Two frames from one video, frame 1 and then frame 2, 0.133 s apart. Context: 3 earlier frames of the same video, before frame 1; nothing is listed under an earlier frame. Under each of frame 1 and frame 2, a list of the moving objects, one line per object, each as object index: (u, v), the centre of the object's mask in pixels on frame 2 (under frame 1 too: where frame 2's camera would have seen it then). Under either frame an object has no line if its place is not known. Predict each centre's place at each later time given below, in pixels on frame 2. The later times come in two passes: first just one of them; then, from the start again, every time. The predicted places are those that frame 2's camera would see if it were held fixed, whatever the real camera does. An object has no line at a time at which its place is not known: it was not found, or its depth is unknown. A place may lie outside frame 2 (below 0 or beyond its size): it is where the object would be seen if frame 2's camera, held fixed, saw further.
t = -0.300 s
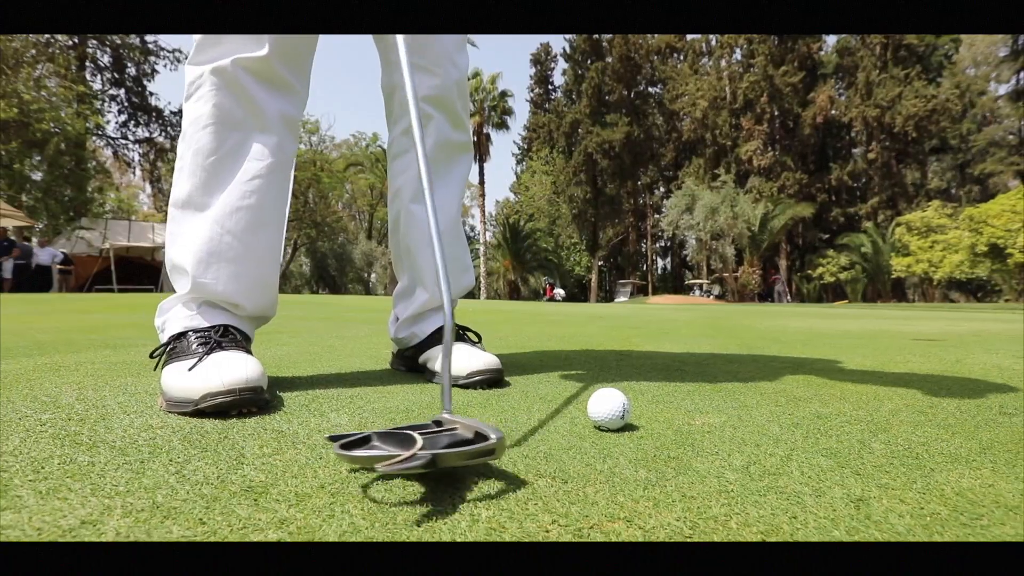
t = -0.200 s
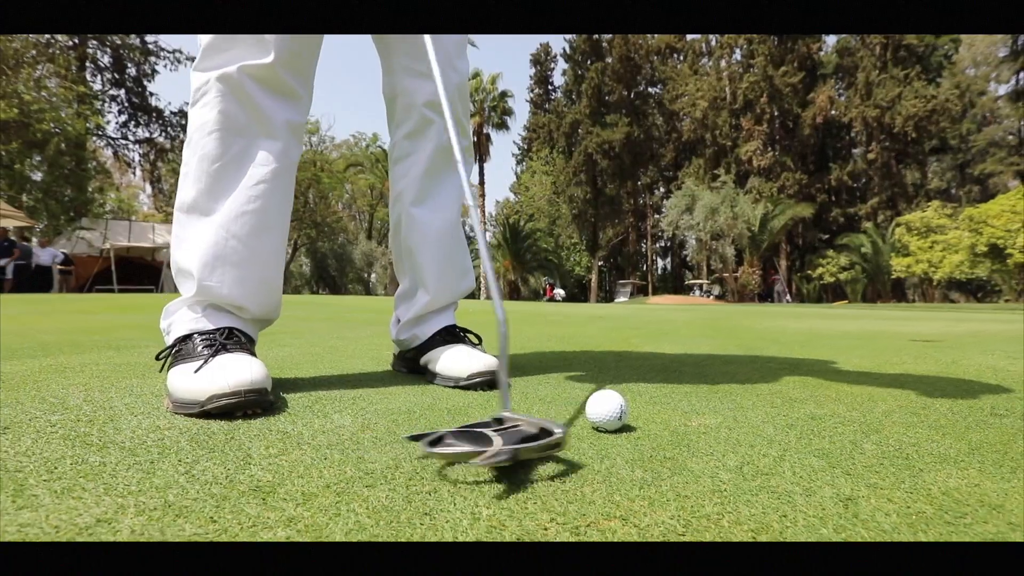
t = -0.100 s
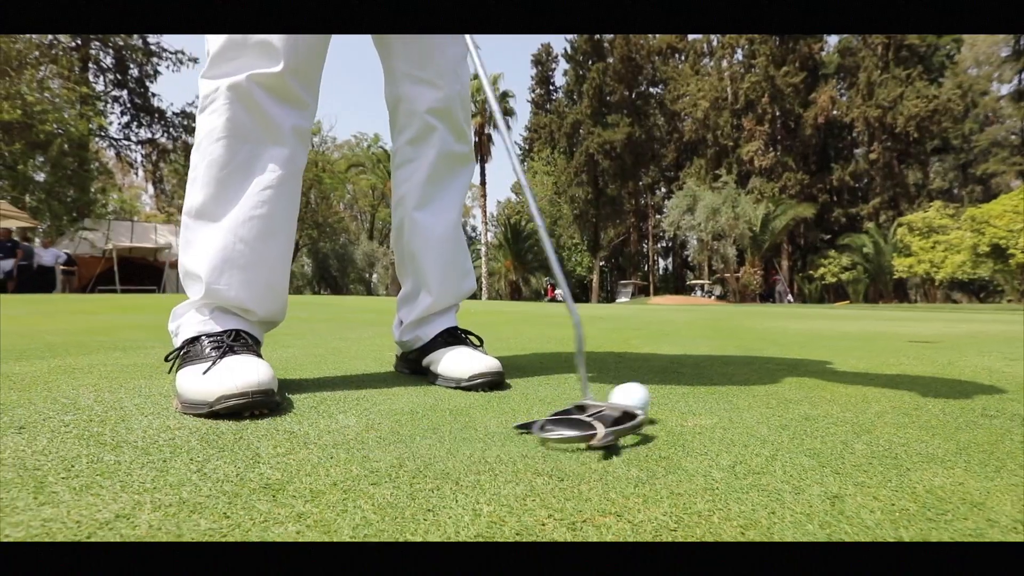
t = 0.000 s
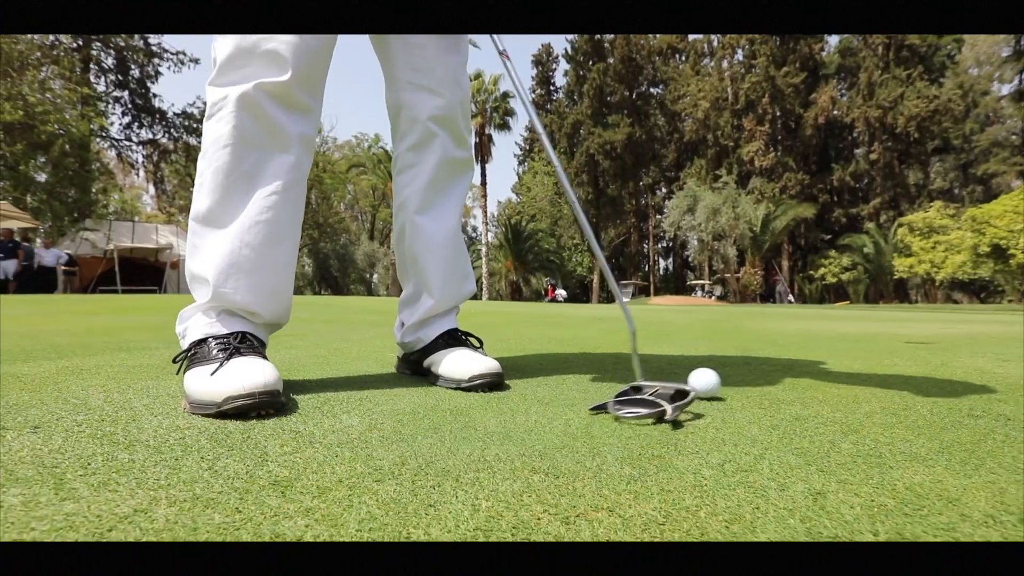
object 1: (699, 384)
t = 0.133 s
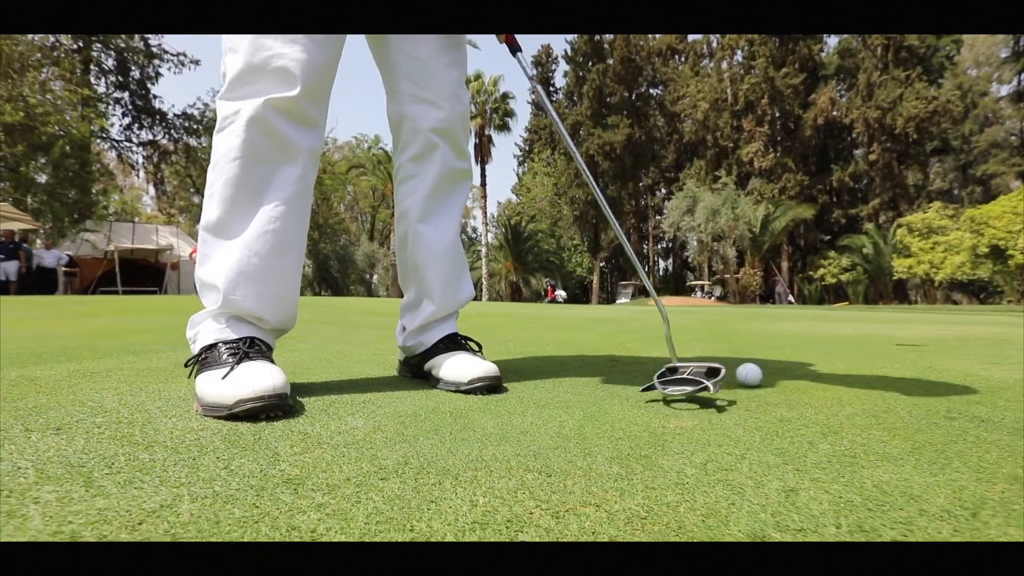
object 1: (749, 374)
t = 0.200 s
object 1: (768, 369)
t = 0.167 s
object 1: (759, 372)
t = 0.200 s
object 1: (768, 369)
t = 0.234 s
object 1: (776, 368)
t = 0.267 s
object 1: (784, 367)
